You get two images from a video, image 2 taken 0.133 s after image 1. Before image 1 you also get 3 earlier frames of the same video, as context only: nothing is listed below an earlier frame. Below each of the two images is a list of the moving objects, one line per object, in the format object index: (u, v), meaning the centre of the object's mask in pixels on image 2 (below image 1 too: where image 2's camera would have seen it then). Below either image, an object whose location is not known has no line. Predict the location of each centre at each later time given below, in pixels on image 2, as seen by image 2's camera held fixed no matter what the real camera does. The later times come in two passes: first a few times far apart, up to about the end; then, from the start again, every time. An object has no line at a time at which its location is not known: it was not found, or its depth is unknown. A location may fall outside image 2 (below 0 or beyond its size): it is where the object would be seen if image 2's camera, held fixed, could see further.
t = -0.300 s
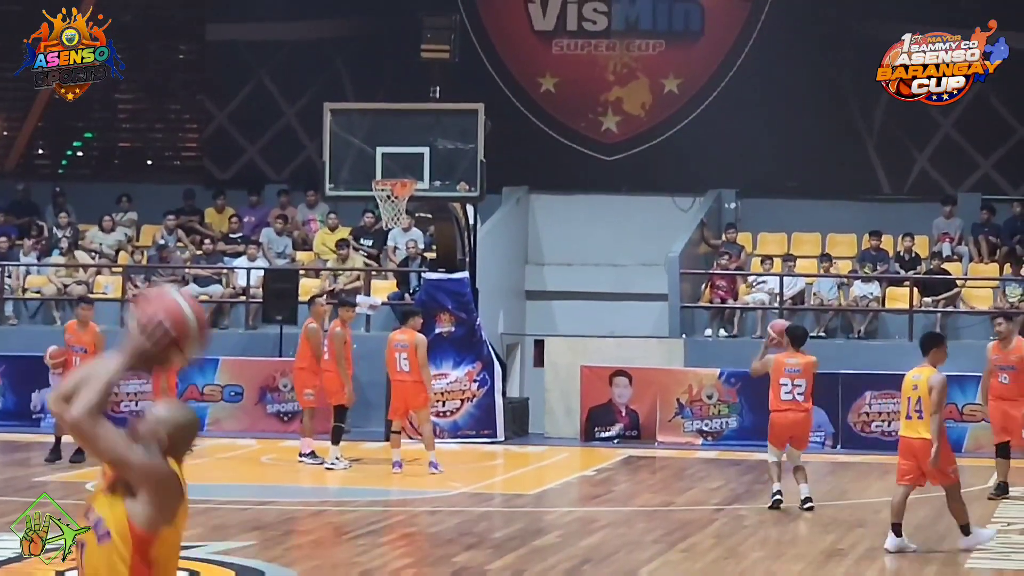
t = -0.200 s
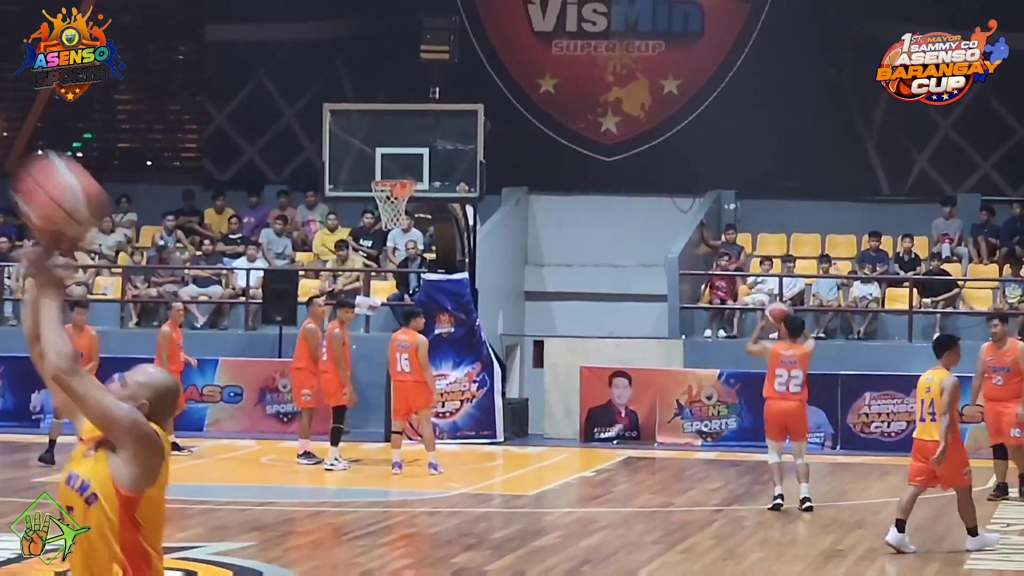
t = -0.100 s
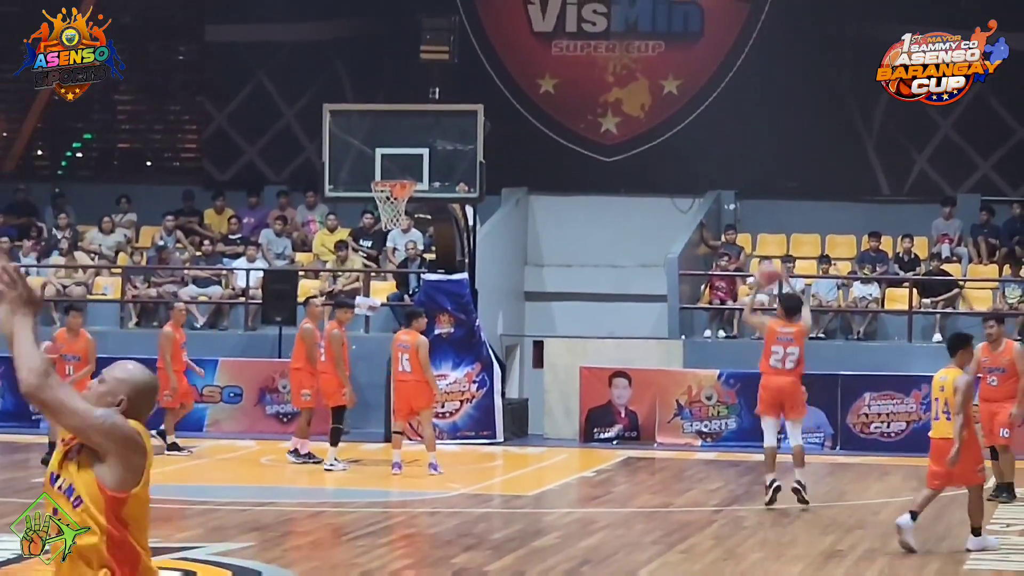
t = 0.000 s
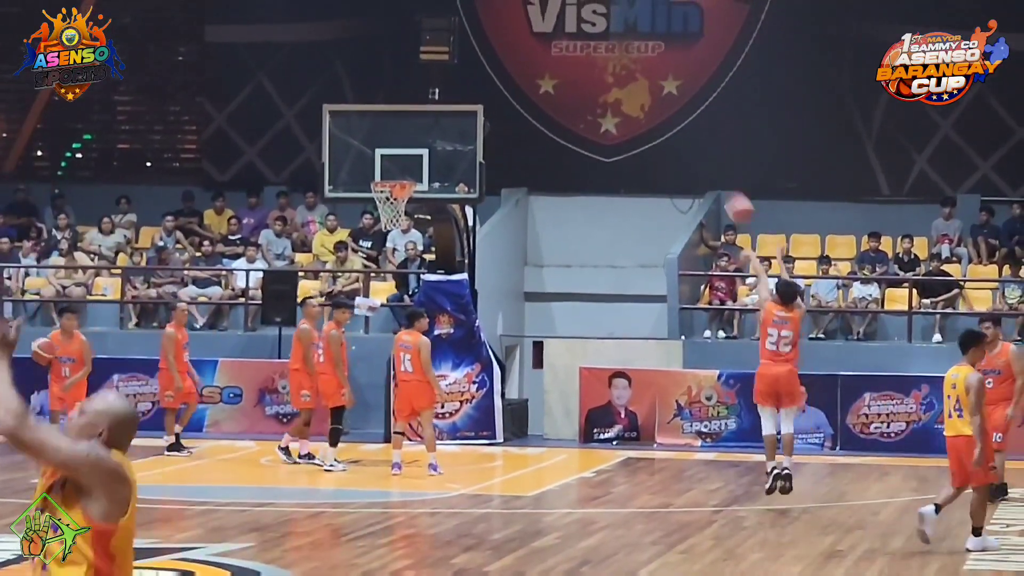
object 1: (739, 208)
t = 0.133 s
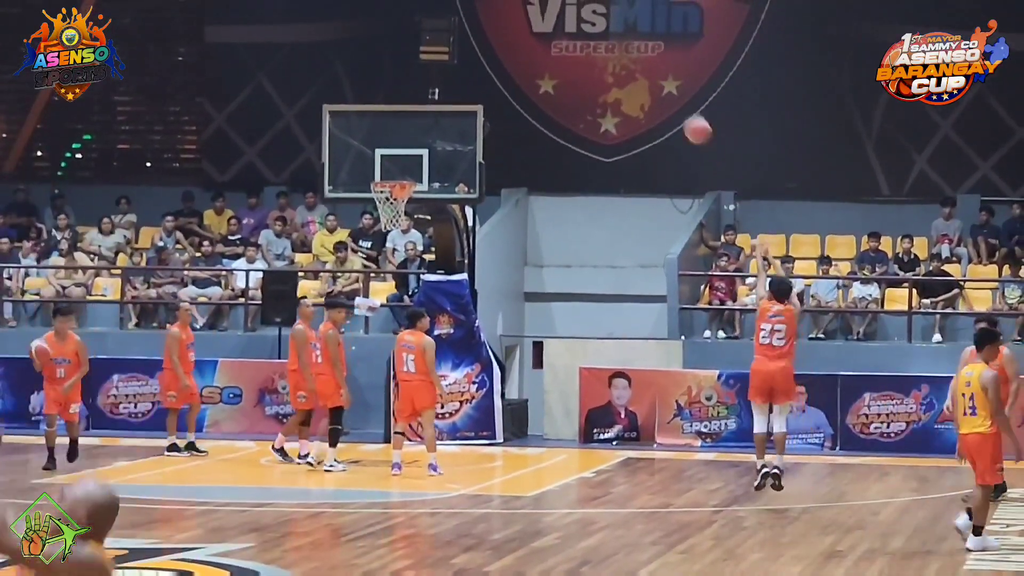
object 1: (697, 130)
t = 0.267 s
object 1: (658, 71)
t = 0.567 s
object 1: (571, 12)
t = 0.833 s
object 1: (499, 35)
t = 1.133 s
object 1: (425, 134)
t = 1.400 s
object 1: (386, 123)
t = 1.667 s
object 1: (358, 99)
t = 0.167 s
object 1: (687, 113)
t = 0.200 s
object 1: (677, 97)
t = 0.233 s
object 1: (667, 83)
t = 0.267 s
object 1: (658, 71)
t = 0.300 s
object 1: (646, 59)
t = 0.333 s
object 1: (636, 51)
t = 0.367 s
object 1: (628, 42)
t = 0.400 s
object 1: (619, 32)
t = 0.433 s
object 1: (609, 27)
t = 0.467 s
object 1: (600, 21)
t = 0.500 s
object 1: (591, 19)
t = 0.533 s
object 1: (582, 14)
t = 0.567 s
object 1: (571, 12)
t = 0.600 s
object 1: (564, 11)
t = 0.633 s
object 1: (553, 11)
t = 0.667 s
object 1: (543, 11)
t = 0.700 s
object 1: (533, 15)
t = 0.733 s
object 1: (525, 18)
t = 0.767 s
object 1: (516, 23)
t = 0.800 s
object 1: (508, 29)
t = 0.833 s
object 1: (499, 35)
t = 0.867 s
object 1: (491, 42)
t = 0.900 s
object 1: (482, 50)
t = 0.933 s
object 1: (474, 60)
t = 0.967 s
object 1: (466, 69)
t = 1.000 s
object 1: (457, 80)
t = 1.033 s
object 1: (449, 92)
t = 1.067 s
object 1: (441, 106)
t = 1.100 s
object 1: (433, 119)
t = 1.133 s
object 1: (425, 134)
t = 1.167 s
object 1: (418, 149)
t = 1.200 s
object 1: (410, 166)
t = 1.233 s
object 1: (404, 170)
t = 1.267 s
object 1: (400, 158)
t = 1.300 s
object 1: (397, 147)
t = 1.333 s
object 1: (393, 138)
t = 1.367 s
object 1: (390, 130)
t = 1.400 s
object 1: (386, 123)
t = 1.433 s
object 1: (382, 116)
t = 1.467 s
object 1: (379, 111)
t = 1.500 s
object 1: (376, 107)
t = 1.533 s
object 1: (373, 103)
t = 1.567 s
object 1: (369, 100)
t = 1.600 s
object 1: (365, 99)
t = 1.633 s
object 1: (361, 98)
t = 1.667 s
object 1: (358, 99)
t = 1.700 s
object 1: (355, 100)
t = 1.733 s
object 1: (352, 103)
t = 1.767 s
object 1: (350, 104)
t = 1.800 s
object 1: (346, 108)
